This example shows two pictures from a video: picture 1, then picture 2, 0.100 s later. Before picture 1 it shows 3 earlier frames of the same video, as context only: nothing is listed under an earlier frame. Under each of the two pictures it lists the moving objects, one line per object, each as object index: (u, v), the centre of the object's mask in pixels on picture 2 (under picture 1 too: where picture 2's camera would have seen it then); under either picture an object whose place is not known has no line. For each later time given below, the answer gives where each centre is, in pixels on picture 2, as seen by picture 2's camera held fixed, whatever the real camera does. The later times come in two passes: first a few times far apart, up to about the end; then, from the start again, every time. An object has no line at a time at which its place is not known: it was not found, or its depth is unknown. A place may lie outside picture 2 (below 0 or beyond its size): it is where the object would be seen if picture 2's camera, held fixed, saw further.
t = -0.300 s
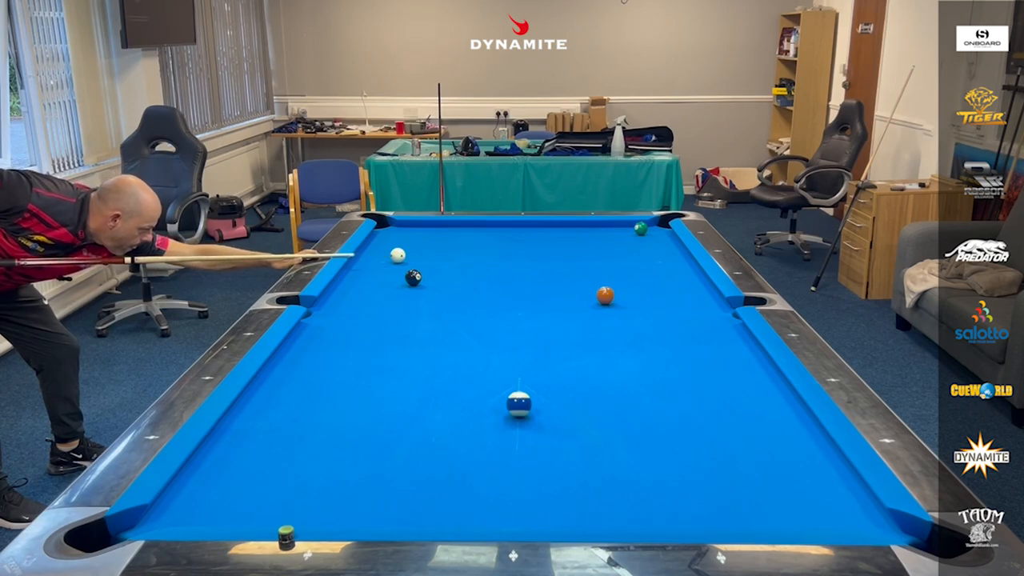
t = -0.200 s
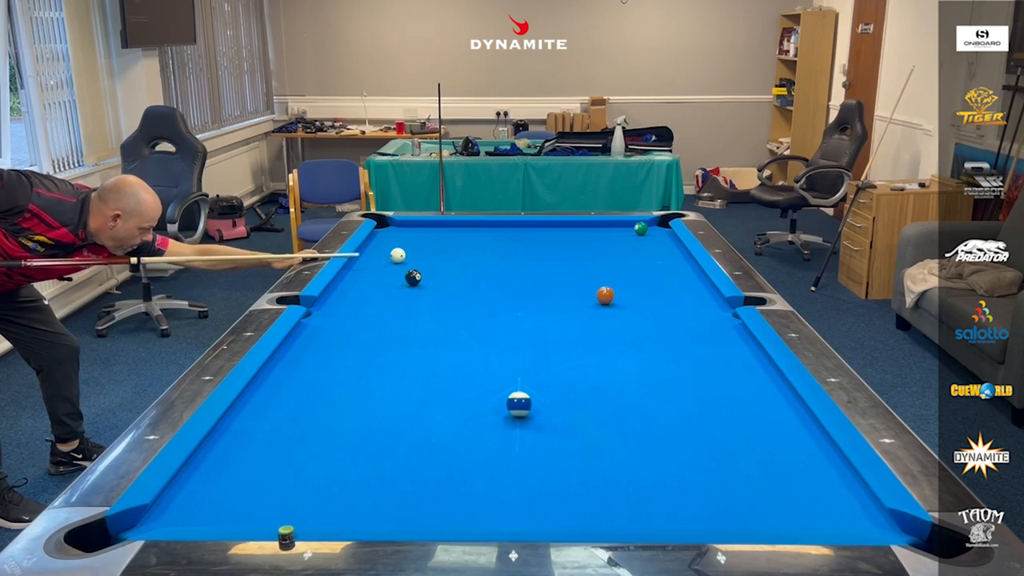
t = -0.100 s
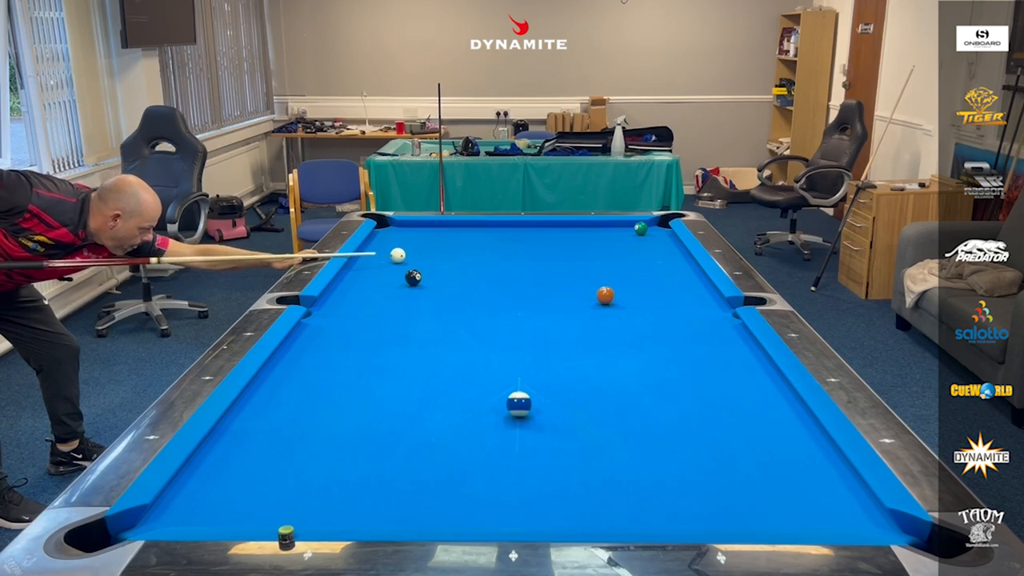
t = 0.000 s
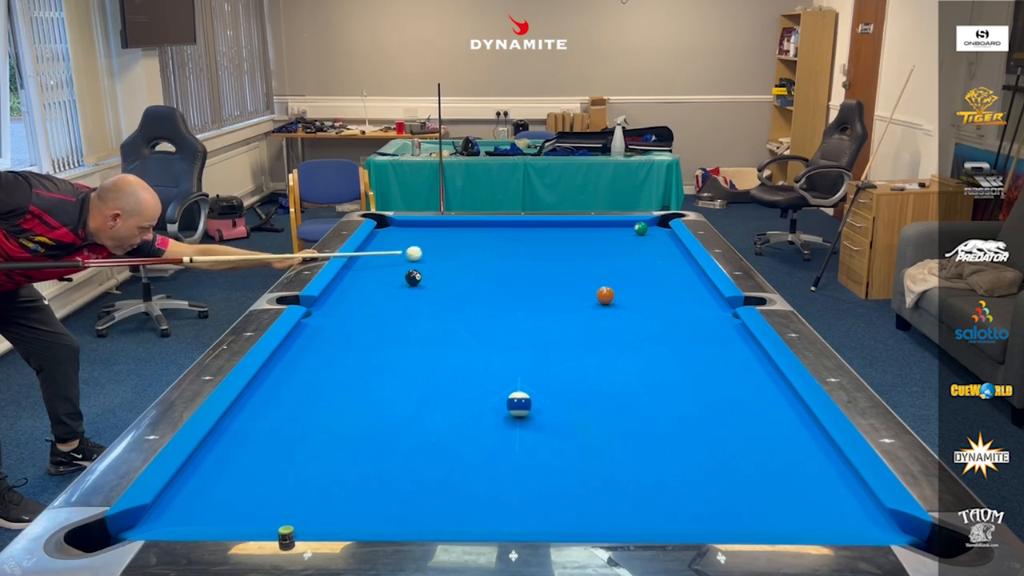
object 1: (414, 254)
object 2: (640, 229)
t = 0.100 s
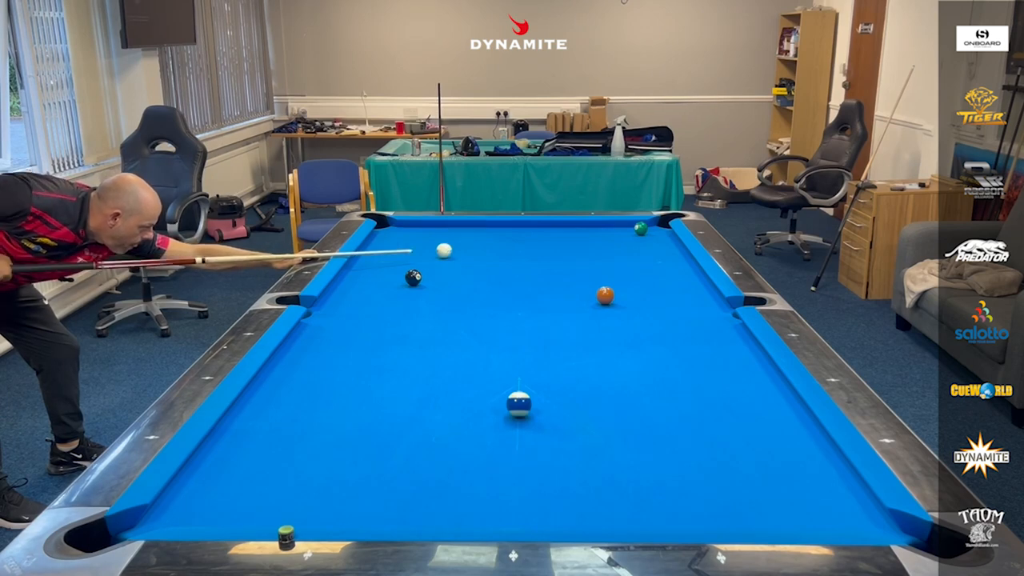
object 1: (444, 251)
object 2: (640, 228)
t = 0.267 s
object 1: (491, 246)
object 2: (640, 228)
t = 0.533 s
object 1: (562, 238)
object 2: (640, 228)
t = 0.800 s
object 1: (627, 232)
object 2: (641, 228)
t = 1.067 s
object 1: (666, 233)
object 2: (656, 222)
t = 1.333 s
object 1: (645, 235)
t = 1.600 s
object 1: (625, 238)
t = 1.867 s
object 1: (607, 240)
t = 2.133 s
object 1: (589, 243)
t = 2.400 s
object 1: (572, 245)
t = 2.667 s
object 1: (557, 247)
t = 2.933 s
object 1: (542, 249)
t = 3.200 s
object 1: (528, 251)
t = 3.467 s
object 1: (515, 252)
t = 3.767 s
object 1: (502, 254)
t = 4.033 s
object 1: (491, 255)
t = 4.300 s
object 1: (482, 256)
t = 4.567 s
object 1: (474, 257)
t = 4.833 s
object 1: (467, 258)
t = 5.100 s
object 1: (461, 258)
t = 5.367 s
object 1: (457, 259)
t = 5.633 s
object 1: (455, 259)
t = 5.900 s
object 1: (453, 259)
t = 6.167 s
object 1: (453, 259)
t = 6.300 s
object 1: (453, 259)
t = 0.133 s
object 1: (454, 250)
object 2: (640, 228)
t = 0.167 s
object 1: (463, 249)
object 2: (641, 228)
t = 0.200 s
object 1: (473, 248)
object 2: (640, 228)
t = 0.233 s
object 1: (482, 247)
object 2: (640, 228)
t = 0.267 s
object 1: (491, 246)
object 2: (640, 228)
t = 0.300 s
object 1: (500, 245)
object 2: (640, 228)
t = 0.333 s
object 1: (509, 244)
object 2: (641, 228)
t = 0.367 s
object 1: (519, 243)
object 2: (641, 228)
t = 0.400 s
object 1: (527, 242)
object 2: (641, 228)
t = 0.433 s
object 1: (536, 241)
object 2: (641, 228)
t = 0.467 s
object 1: (545, 240)
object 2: (640, 228)
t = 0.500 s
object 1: (553, 239)
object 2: (640, 228)
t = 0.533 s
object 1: (562, 238)
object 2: (640, 228)
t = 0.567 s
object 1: (570, 238)
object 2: (640, 228)
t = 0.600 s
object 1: (578, 237)
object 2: (640, 228)
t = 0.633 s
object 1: (587, 236)
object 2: (640, 228)
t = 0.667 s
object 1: (595, 235)
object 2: (641, 228)
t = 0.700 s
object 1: (603, 234)
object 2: (640, 228)
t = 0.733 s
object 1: (611, 233)
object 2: (640, 228)
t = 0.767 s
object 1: (619, 233)
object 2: (640, 228)
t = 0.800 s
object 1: (627, 232)
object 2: (641, 228)
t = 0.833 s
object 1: (634, 231)
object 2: (643, 227)
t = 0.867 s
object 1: (639, 231)
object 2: (645, 224)
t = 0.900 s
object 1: (644, 231)
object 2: (647, 223)
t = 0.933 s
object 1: (649, 232)
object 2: (648, 222)
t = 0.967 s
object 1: (654, 232)
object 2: (650, 222)
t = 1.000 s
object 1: (660, 232)
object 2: (652, 223)
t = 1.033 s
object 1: (665, 232)
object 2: (655, 223)
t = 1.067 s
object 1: (666, 233)
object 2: (656, 222)
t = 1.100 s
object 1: (663, 233)
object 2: (659, 221)
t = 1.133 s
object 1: (660, 233)
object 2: (661, 220)
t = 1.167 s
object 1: (657, 234)
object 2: (664, 222)
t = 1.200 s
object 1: (655, 234)
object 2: (666, 225)
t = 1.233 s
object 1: (652, 234)
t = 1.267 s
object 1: (650, 235)
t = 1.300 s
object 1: (647, 235)
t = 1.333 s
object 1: (645, 235)
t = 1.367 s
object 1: (642, 235)
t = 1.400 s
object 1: (640, 236)
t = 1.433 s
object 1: (638, 236)
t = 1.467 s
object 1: (635, 237)
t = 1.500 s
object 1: (633, 237)
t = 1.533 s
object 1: (630, 237)
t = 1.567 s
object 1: (628, 238)
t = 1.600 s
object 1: (625, 238)
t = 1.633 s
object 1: (623, 238)
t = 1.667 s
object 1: (621, 238)
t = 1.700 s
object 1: (618, 239)
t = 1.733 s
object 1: (616, 239)
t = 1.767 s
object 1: (614, 239)
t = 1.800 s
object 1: (611, 240)
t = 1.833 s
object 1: (609, 240)
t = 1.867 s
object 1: (607, 240)
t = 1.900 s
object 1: (605, 241)
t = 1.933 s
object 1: (603, 241)
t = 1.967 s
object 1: (600, 241)
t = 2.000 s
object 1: (598, 241)
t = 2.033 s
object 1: (596, 242)
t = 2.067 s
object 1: (594, 242)
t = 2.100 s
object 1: (592, 242)
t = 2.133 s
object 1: (589, 243)
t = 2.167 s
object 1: (587, 243)
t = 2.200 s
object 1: (585, 243)
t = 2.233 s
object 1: (583, 243)
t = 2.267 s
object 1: (581, 244)
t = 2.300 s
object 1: (579, 244)
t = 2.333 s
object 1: (577, 244)
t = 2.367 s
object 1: (574, 245)
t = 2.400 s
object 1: (572, 245)
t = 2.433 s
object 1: (570, 245)
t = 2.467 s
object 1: (568, 245)
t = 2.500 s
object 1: (566, 246)
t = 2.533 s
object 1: (564, 246)
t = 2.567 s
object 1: (562, 246)
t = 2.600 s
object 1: (560, 246)
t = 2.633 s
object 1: (559, 247)
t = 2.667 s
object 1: (557, 247)
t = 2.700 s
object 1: (555, 247)
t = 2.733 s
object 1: (553, 247)
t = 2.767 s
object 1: (551, 248)
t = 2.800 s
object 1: (549, 248)
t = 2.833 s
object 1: (547, 248)
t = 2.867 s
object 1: (545, 248)
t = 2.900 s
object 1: (544, 248)
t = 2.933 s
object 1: (542, 249)
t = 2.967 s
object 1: (540, 249)
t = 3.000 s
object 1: (538, 249)
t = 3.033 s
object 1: (536, 249)
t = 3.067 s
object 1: (534, 249)
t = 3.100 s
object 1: (533, 250)
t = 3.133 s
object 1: (531, 250)
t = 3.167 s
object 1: (529, 250)
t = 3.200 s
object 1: (528, 251)
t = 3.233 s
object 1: (526, 251)
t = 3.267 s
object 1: (524, 251)
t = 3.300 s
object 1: (523, 251)
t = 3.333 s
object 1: (521, 251)
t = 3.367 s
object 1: (519, 252)
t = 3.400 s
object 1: (518, 252)
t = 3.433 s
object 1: (516, 252)
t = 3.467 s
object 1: (515, 252)
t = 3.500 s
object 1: (513, 252)
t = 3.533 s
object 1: (512, 253)
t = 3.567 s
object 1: (510, 253)
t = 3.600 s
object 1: (509, 253)
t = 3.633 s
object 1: (507, 253)
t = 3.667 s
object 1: (506, 253)
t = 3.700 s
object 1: (504, 254)
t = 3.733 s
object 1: (503, 254)
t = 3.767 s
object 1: (502, 254)
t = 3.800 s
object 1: (500, 254)
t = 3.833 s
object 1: (499, 254)
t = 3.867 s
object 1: (497, 254)
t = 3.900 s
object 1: (496, 254)
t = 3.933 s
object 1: (495, 255)
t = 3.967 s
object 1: (494, 255)
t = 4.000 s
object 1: (492, 255)
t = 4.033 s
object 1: (491, 255)
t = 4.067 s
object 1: (490, 255)
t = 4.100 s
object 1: (489, 256)
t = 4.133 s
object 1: (488, 256)
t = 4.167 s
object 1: (487, 256)
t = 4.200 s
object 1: (485, 256)
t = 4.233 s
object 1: (484, 256)
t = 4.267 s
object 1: (483, 256)
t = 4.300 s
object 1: (482, 256)
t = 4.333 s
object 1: (481, 257)
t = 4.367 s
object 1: (480, 257)
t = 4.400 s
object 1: (479, 257)
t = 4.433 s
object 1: (478, 257)
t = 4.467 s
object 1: (477, 257)
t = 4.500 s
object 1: (476, 257)
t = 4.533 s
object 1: (475, 257)
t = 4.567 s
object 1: (474, 257)
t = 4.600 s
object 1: (473, 258)
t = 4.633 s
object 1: (472, 258)
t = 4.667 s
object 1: (471, 258)
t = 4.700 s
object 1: (470, 258)
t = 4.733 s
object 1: (470, 258)
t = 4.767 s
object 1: (469, 258)
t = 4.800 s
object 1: (468, 258)
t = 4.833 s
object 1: (467, 258)
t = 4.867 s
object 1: (466, 258)
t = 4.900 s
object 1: (465, 258)
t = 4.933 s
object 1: (465, 258)
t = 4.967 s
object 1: (464, 258)
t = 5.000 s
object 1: (463, 258)
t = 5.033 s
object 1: (463, 258)
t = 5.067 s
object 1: (462, 258)
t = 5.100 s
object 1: (461, 258)
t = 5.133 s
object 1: (461, 259)
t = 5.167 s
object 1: (460, 259)
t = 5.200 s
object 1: (460, 259)
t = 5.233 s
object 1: (459, 259)
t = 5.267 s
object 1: (459, 259)
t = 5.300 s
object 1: (458, 259)
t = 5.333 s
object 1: (458, 259)
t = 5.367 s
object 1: (457, 259)
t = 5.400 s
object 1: (457, 259)
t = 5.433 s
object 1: (456, 259)
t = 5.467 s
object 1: (456, 259)
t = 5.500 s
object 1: (456, 259)
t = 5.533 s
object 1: (455, 259)
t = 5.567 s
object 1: (455, 259)
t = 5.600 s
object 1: (455, 259)
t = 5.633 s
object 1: (455, 259)
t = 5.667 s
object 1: (454, 259)
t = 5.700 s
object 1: (454, 259)
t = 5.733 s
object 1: (454, 259)
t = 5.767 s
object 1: (454, 259)
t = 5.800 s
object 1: (453, 259)
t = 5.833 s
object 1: (453, 259)
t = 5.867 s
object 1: (453, 259)
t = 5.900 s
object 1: (453, 259)
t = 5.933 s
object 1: (453, 259)
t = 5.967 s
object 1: (453, 259)
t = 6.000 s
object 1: (453, 259)
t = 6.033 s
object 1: (453, 259)
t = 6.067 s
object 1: (453, 259)
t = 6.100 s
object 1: (453, 259)
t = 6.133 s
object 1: (453, 259)
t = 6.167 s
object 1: (453, 259)
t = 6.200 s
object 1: (453, 259)
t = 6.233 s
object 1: (453, 259)
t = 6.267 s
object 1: (453, 259)
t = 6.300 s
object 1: (453, 259)
